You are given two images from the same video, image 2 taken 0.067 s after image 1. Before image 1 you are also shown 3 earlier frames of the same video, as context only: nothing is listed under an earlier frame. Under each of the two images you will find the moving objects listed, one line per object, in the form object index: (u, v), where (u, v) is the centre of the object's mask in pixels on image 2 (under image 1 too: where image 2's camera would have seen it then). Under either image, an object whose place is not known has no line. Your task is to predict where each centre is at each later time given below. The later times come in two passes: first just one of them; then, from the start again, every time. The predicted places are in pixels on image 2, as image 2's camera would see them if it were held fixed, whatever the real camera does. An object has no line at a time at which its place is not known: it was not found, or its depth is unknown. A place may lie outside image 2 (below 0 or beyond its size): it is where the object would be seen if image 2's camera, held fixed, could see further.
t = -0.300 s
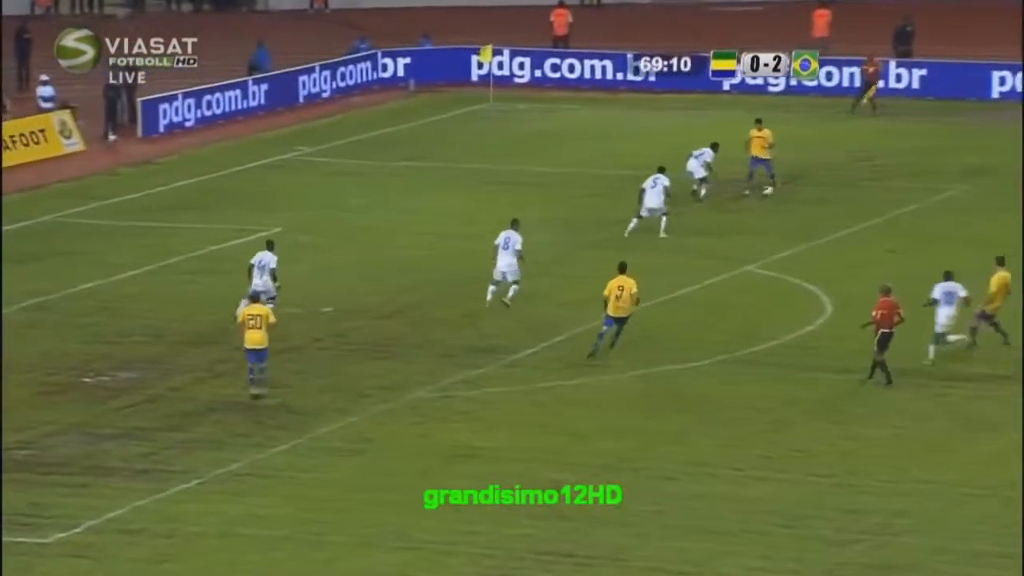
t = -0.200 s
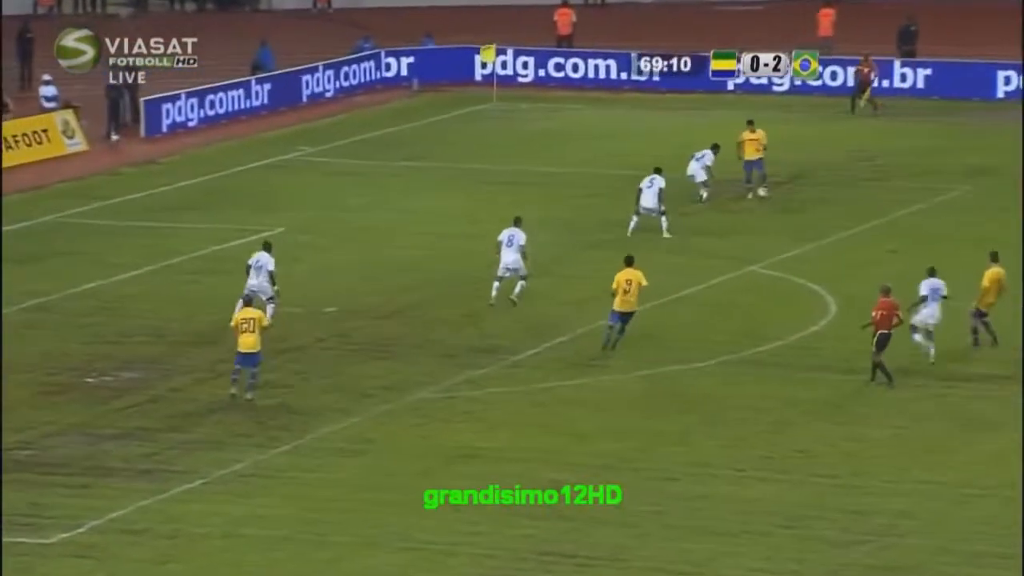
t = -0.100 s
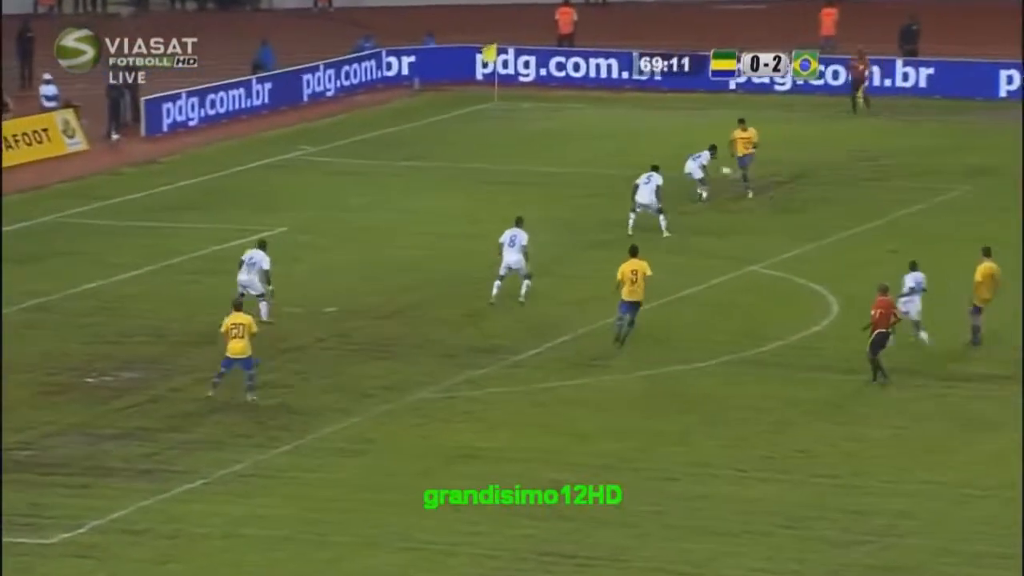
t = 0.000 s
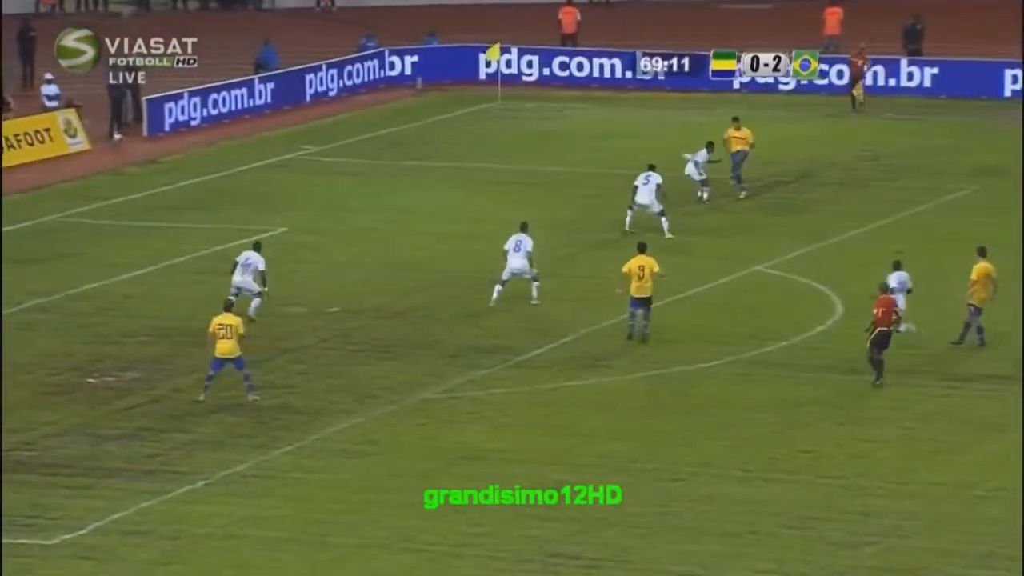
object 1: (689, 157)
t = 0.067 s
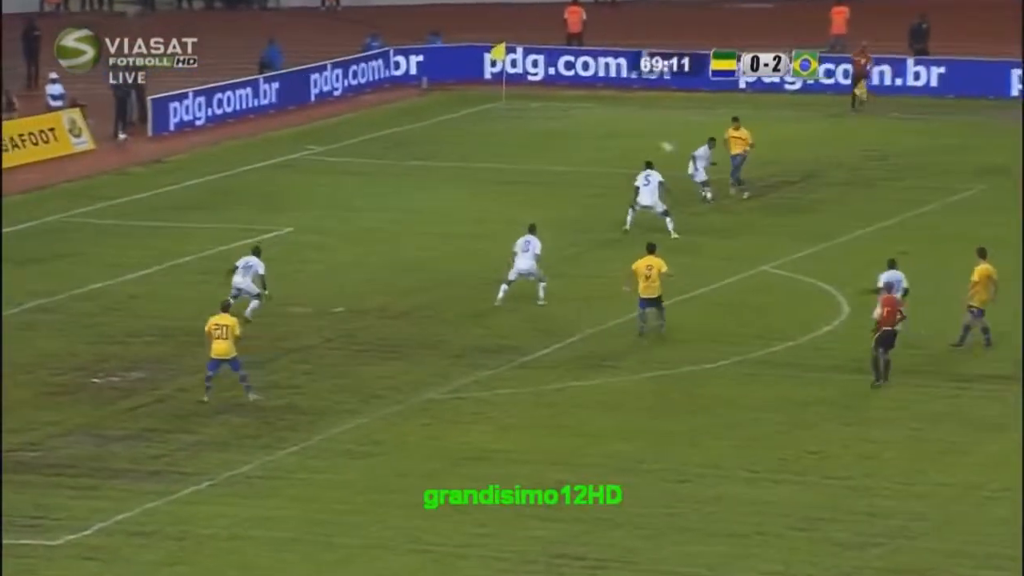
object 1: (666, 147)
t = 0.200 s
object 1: (613, 131)
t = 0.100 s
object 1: (653, 141)
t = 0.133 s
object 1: (638, 137)
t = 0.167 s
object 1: (627, 133)
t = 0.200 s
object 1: (613, 131)
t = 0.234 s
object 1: (601, 127)
